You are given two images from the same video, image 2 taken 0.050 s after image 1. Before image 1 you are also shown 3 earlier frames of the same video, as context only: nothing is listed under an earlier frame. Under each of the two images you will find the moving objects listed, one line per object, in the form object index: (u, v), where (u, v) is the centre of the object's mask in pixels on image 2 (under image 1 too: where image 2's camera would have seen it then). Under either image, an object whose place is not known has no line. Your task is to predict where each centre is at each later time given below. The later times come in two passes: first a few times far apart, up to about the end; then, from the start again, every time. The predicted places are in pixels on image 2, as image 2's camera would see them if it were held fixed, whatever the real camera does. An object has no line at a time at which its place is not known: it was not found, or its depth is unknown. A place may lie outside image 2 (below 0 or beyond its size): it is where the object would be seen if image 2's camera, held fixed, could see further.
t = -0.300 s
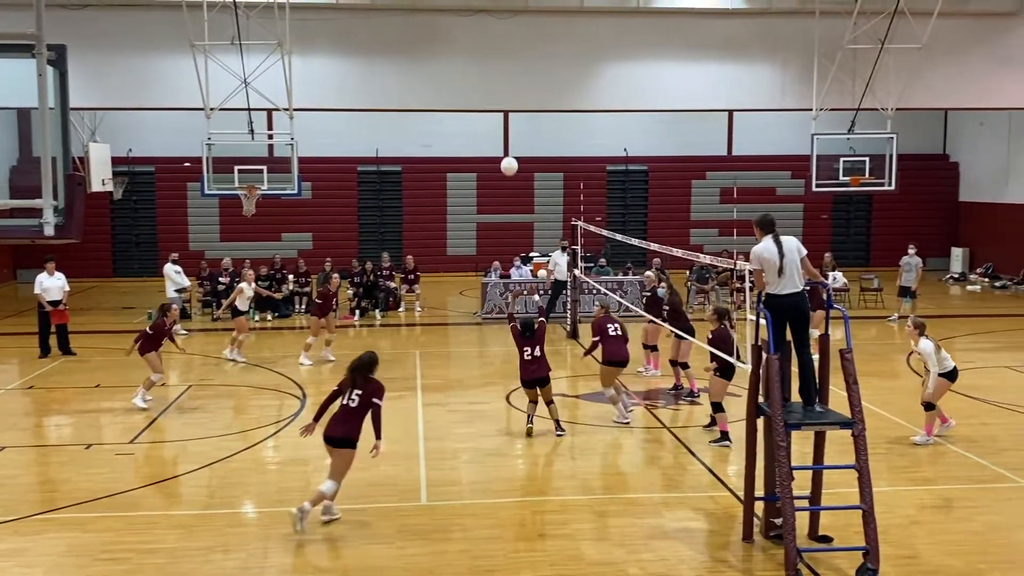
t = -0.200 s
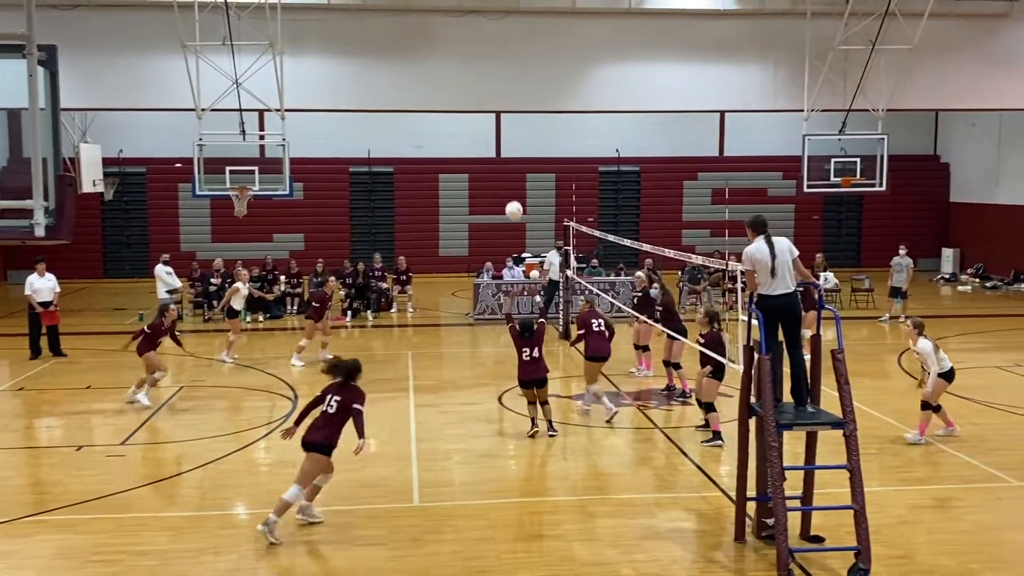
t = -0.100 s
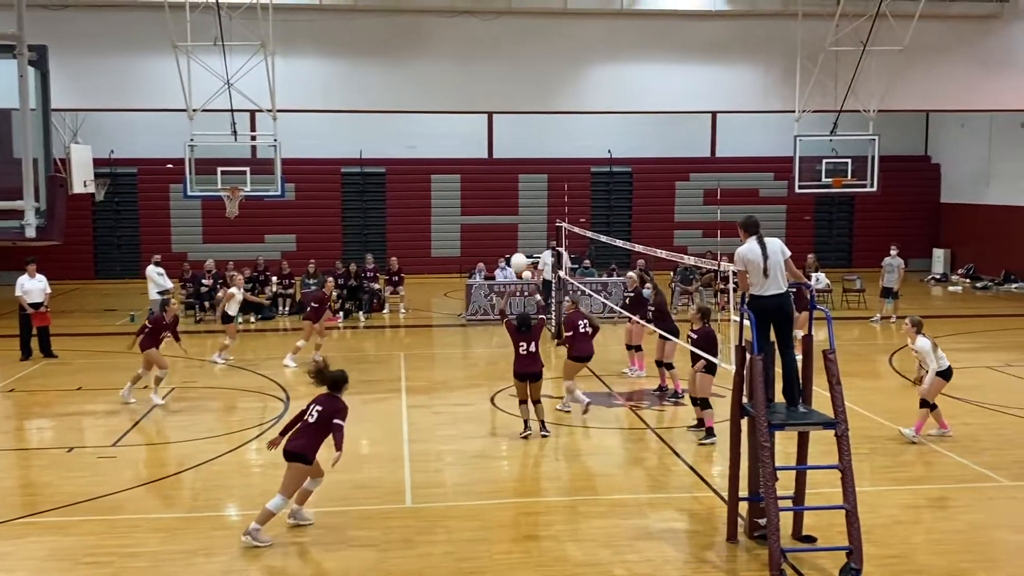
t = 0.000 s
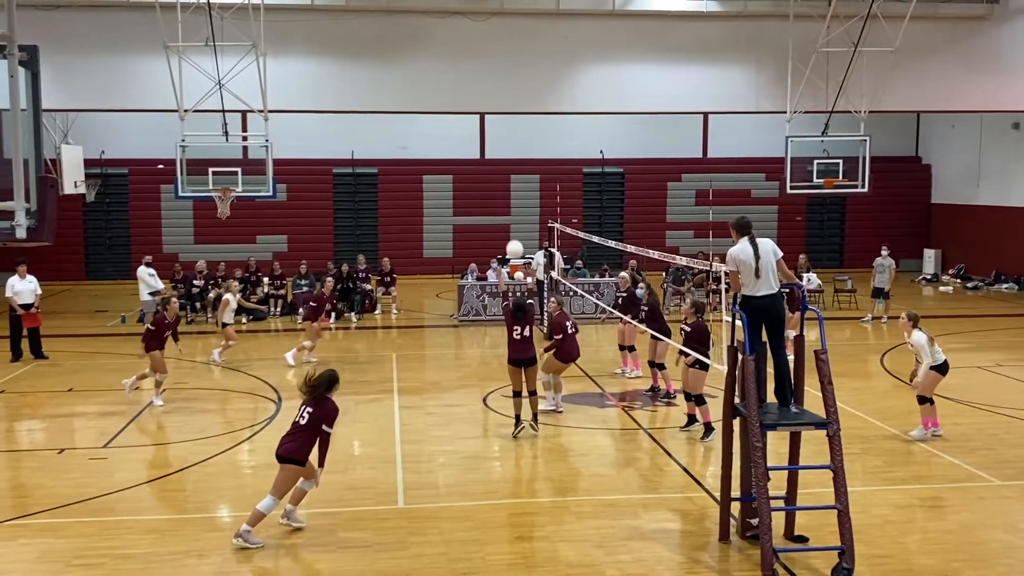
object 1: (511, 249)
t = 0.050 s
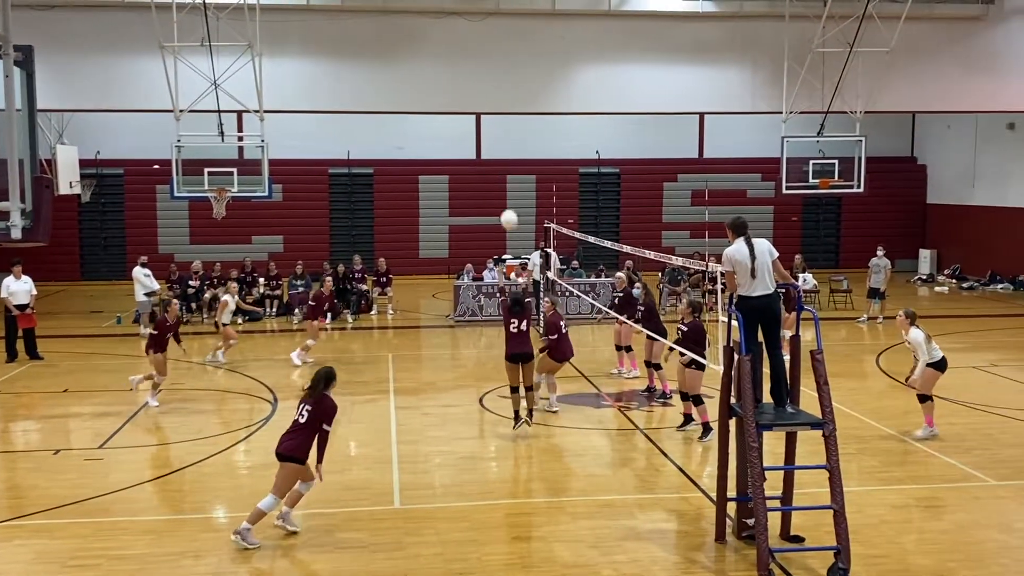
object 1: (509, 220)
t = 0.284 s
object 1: (500, 111)
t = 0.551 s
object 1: (490, 50)
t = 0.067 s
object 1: (508, 210)
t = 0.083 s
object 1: (507, 200)
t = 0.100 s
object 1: (507, 192)
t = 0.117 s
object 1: (506, 183)
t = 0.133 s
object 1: (505, 175)
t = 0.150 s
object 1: (504, 167)
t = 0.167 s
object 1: (503, 159)
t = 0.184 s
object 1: (503, 151)
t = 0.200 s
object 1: (503, 143)
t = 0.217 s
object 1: (502, 137)
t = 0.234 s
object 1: (501, 130)
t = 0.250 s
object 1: (501, 123)
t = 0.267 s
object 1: (501, 117)
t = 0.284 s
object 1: (500, 111)
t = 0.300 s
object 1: (499, 105)
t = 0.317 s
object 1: (498, 97)
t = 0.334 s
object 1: (498, 93)
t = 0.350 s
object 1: (497, 90)
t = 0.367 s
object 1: (496, 85)
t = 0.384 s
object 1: (496, 80)
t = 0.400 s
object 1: (495, 76)
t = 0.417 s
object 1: (495, 72)
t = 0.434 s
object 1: (494, 69)
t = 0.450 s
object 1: (493, 66)
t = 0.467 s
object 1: (493, 62)
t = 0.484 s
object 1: (492, 59)
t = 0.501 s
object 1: (492, 57)
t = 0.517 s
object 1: (491, 54)
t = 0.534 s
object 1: (490, 52)
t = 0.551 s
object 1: (490, 50)
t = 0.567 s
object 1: (489, 48)
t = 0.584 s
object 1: (488, 47)
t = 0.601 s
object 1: (488, 45)
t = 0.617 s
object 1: (487, 44)
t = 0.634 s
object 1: (486, 43)
